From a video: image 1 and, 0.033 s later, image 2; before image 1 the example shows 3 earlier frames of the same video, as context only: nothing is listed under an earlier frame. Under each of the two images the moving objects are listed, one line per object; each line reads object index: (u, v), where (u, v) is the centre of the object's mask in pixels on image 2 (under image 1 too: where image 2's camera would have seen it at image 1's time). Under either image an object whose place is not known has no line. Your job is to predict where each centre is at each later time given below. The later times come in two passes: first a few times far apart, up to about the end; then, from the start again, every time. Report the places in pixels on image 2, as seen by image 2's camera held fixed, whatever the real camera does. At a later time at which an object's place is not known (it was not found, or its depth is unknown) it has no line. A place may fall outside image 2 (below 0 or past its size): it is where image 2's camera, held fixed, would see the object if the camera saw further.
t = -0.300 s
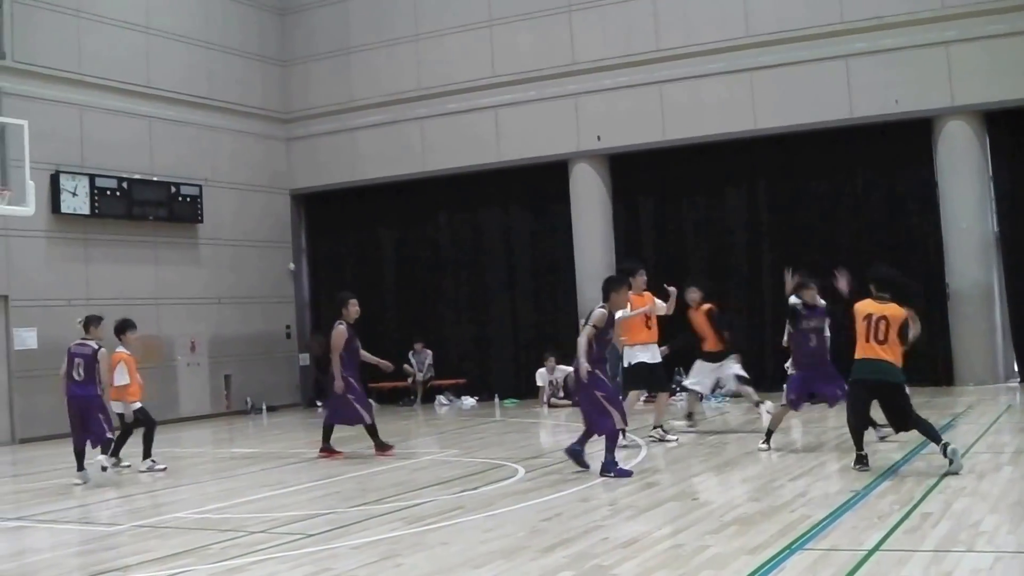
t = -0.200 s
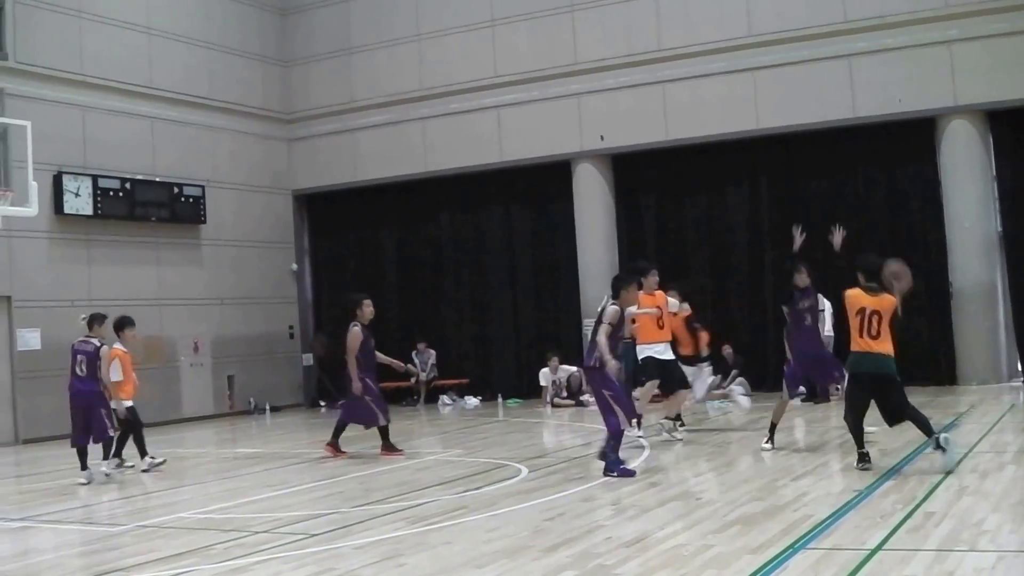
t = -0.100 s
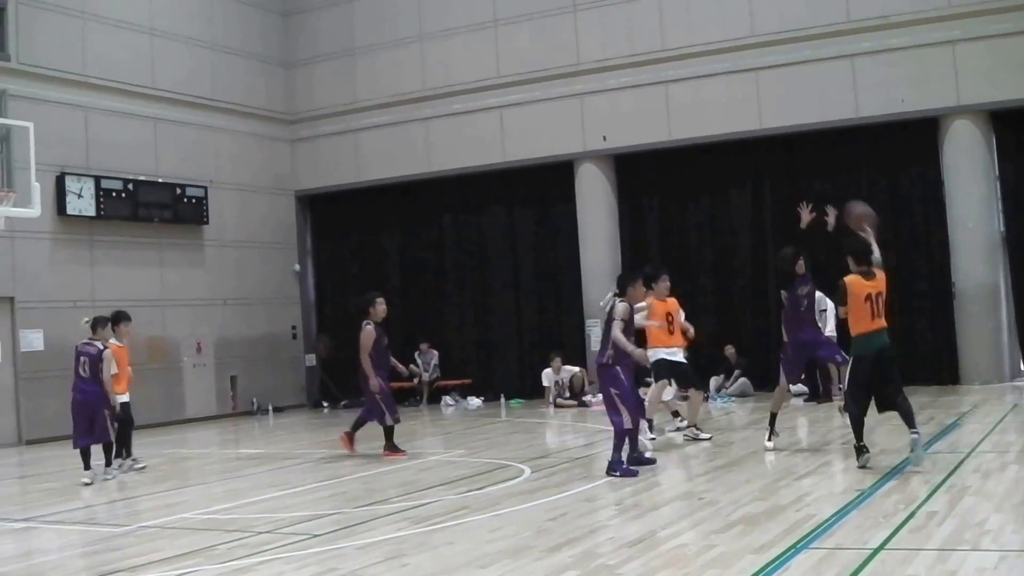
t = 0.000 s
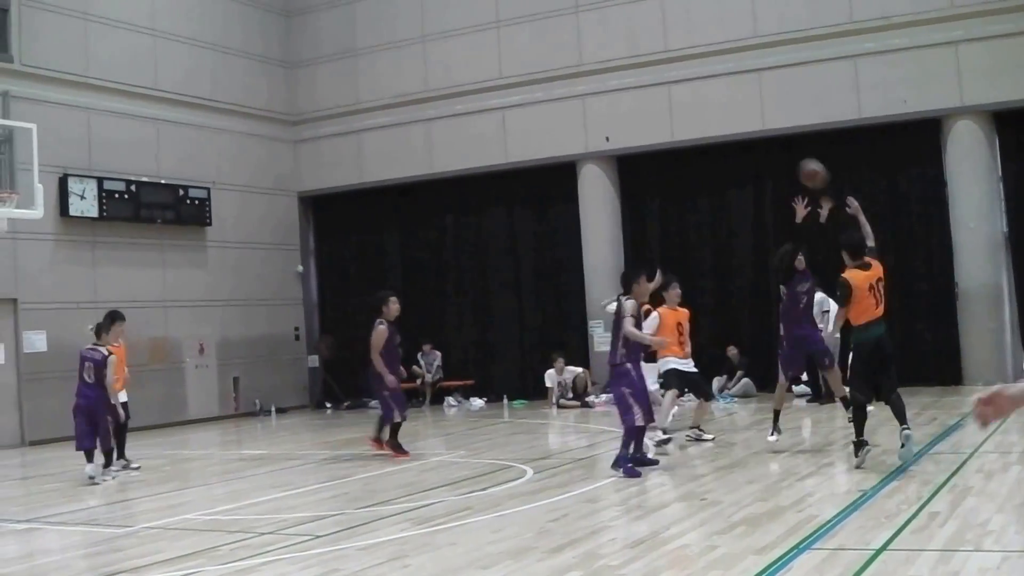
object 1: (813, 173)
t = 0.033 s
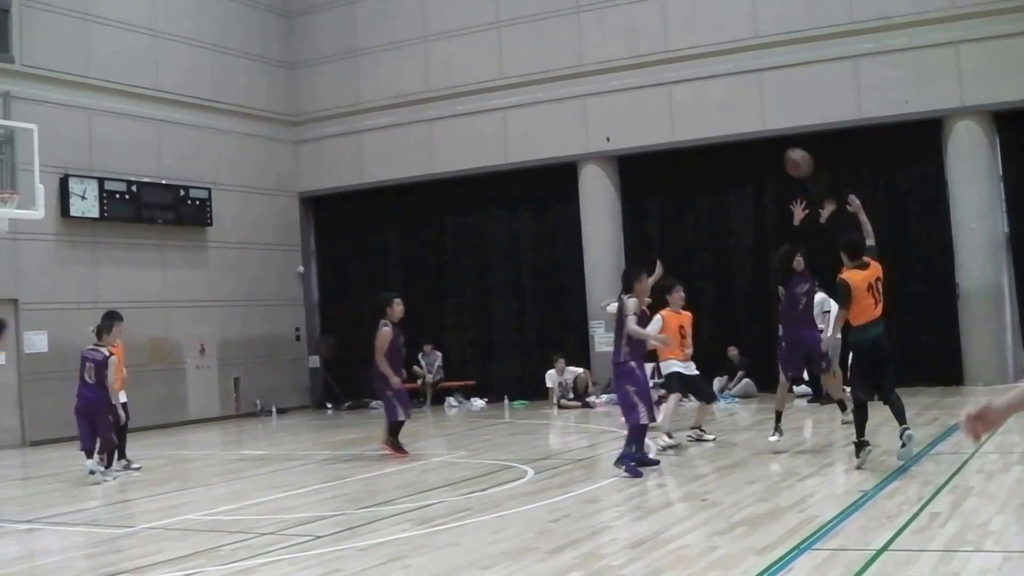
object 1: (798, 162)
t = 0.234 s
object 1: (716, 128)
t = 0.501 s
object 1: (634, 143)
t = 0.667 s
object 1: (595, 180)
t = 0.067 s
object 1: (783, 150)
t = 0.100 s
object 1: (770, 143)
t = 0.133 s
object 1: (757, 139)
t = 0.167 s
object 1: (742, 133)
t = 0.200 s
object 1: (729, 129)
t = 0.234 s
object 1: (716, 128)
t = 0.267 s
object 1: (704, 126)
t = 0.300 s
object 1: (693, 125)
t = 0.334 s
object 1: (682, 126)
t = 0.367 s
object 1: (672, 128)
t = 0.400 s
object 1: (662, 130)
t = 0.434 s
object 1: (652, 133)
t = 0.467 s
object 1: (643, 138)
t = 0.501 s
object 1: (634, 143)
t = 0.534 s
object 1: (626, 150)
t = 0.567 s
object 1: (619, 157)
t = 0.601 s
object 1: (610, 160)
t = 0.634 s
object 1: (602, 171)
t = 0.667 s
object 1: (595, 180)
